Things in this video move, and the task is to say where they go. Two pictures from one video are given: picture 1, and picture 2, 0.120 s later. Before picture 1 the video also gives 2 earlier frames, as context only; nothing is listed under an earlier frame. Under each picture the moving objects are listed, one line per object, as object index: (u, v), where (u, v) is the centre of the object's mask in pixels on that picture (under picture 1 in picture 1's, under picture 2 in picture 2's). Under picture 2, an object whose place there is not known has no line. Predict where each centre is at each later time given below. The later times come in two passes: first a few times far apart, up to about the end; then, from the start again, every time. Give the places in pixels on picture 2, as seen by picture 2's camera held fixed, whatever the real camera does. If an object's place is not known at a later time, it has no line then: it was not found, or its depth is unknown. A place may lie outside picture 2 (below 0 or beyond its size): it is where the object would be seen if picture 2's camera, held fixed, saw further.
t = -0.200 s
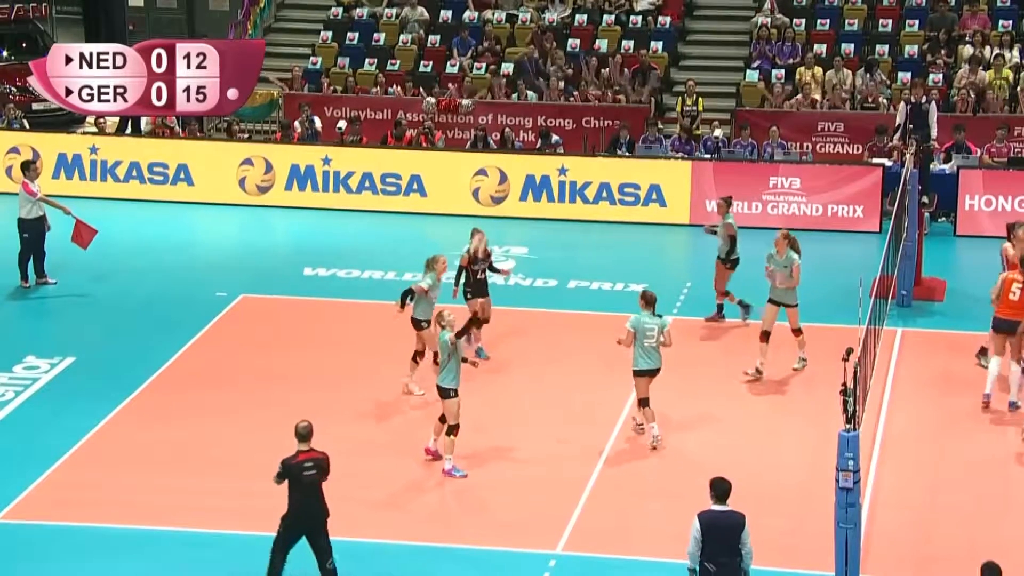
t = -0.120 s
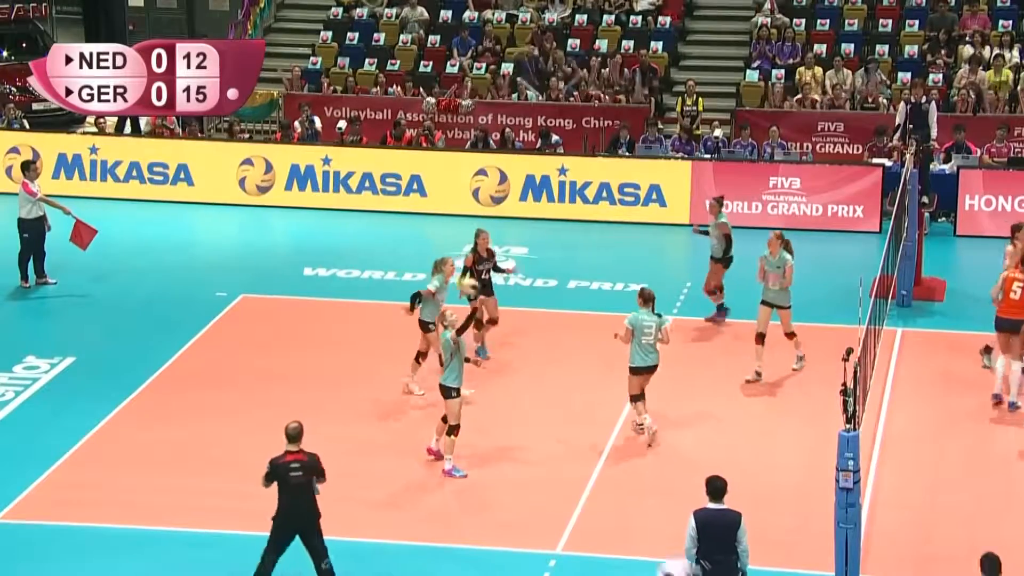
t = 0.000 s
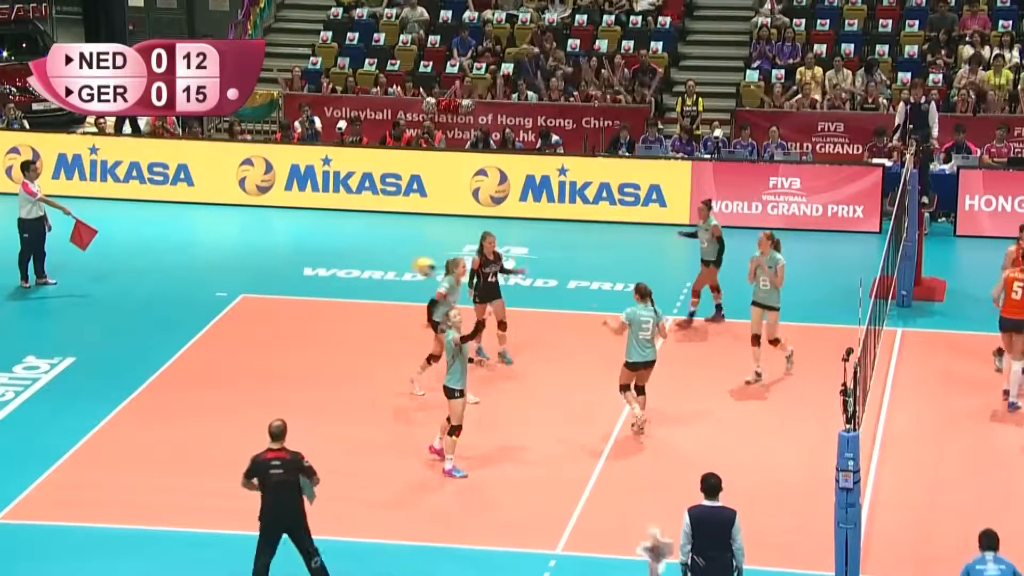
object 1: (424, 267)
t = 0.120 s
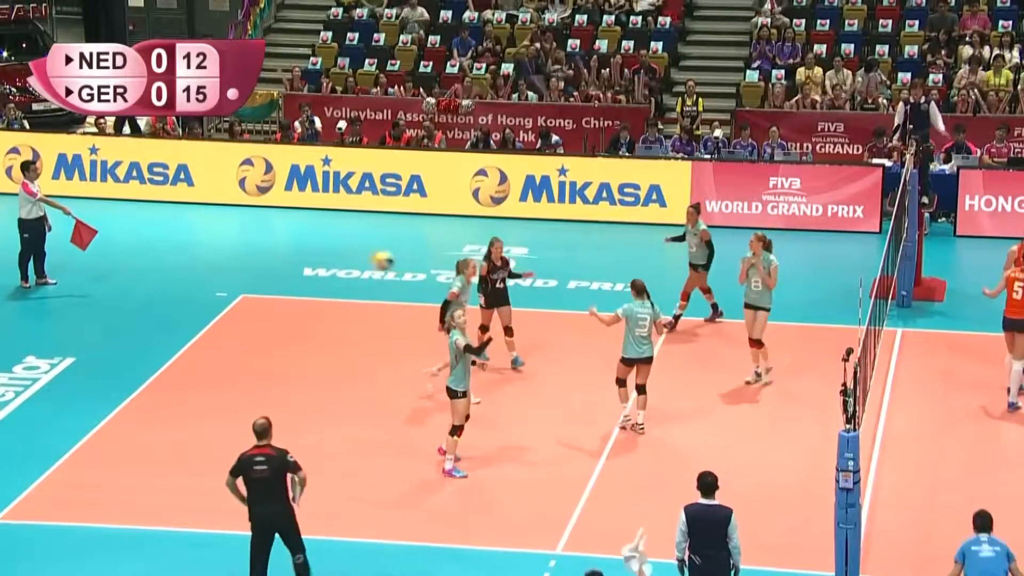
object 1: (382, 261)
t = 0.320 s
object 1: (312, 279)
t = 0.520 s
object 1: (247, 331)
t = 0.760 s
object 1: (167, 440)
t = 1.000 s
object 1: (88, 495)
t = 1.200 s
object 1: (12, 438)
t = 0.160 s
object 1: (368, 263)
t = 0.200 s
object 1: (353, 265)
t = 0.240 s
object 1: (342, 267)
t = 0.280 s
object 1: (327, 273)
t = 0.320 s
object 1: (312, 279)
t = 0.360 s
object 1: (298, 286)
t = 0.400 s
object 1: (287, 295)
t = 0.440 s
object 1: (271, 308)
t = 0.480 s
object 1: (258, 317)
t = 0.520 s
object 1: (247, 331)
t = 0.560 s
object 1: (231, 348)
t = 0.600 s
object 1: (218, 361)
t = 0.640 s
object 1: (207, 378)
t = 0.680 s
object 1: (194, 400)
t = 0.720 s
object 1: (179, 418)
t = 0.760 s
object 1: (167, 440)
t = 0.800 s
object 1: (154, 465)
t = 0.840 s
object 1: (144, 487)
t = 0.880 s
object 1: (132, 513)
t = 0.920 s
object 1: (118, 533)
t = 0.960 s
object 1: (102, 510)
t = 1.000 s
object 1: (88, 495)
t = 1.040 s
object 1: (74, 482)
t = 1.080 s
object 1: (58, 469)
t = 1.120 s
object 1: (42, 455)
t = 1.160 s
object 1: (27, 446)
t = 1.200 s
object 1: (12, 438)
